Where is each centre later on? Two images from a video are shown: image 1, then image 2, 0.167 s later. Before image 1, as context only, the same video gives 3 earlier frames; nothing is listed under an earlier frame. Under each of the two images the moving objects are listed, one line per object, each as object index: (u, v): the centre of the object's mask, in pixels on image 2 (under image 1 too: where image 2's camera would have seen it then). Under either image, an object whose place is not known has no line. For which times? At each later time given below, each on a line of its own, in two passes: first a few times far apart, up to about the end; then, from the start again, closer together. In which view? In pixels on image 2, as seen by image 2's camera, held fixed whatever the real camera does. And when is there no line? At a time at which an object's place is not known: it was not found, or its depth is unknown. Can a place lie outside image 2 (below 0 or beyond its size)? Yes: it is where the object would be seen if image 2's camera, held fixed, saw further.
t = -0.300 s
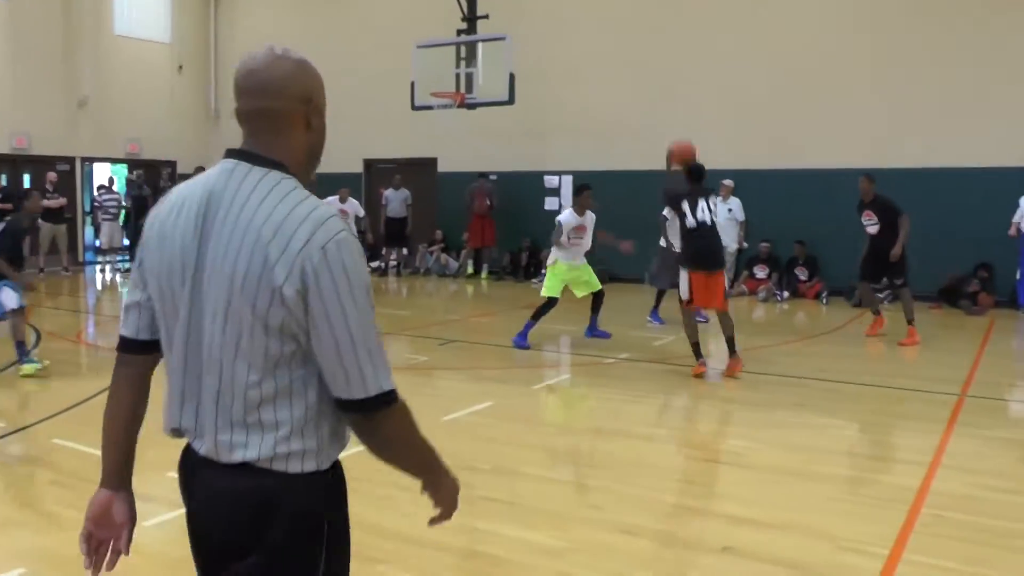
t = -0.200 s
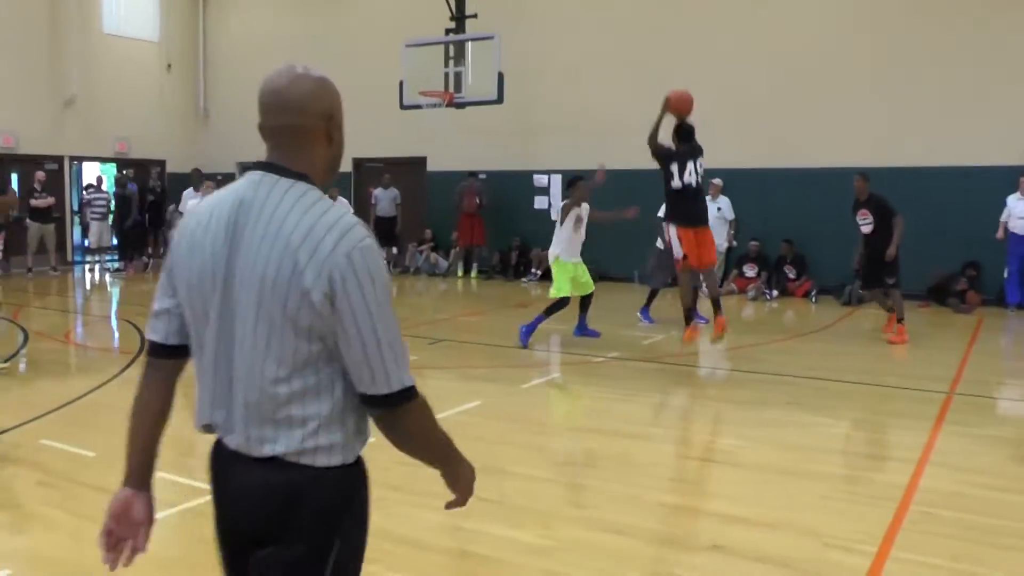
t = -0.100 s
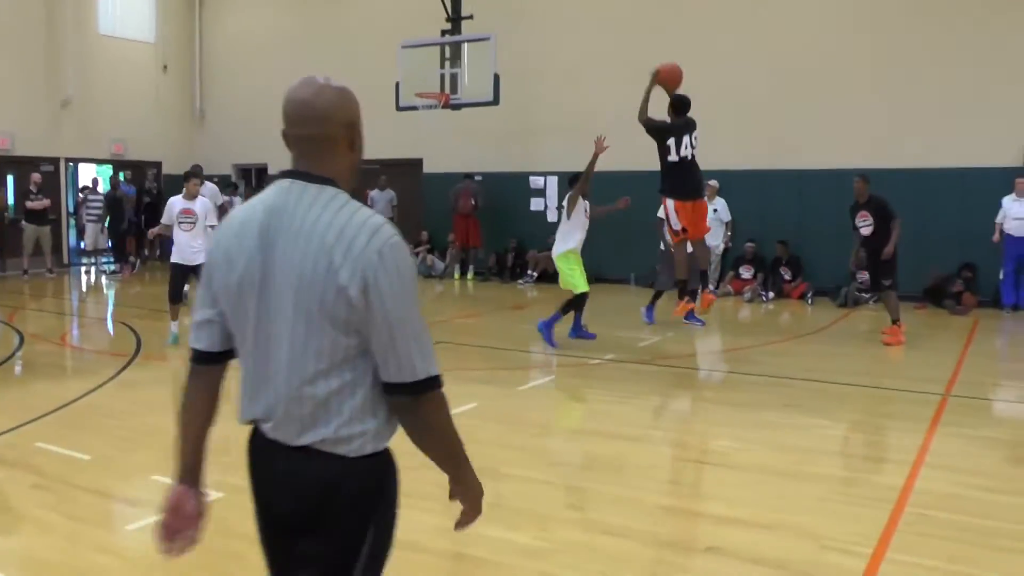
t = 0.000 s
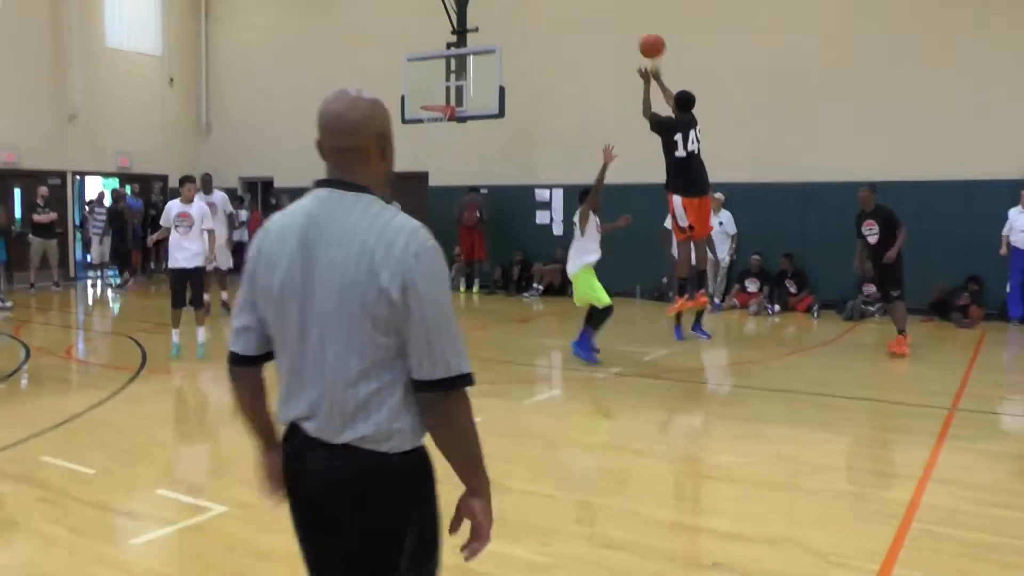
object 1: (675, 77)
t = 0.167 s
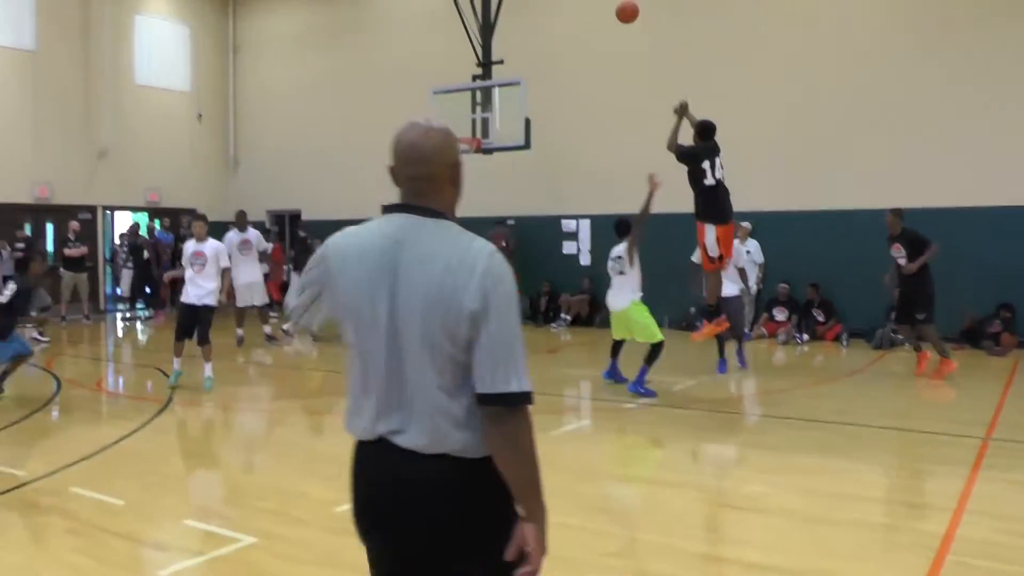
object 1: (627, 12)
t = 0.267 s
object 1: (604, -7)
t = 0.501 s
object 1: (560, -20)
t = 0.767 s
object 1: (521, 17)
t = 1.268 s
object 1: (460, 147)
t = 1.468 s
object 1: (471, 157)
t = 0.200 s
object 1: (619, 6)
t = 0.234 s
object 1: (612, -1)
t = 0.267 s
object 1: (604, -7)
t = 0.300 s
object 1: (597, -12)
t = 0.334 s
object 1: (590, -16)
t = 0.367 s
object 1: (584, -19)
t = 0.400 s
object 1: (577, -21)
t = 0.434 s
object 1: (571, -21)
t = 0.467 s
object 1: (566, -22)
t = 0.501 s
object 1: (560, -20)
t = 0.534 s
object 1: (555, -18)
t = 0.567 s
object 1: (549, -15)
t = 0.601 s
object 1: (545, -11)
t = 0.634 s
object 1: (540, -7)
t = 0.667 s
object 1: (535, -2)
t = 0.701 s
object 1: (531, 4)
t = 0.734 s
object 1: (525, 11)
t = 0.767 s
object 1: (521, 17)
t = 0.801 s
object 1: (515, 25)
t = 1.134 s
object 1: (480, 124)
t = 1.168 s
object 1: (472, 132)
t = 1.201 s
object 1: (465, 139)
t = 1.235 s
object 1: (462, 144)
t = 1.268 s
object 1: (460, 147)
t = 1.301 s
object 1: (460, 152)
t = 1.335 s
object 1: (461, 153)
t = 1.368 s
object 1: (463, 153)
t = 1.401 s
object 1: (466, 152)
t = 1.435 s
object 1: (469, 154)
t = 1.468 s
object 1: (471, 157)
